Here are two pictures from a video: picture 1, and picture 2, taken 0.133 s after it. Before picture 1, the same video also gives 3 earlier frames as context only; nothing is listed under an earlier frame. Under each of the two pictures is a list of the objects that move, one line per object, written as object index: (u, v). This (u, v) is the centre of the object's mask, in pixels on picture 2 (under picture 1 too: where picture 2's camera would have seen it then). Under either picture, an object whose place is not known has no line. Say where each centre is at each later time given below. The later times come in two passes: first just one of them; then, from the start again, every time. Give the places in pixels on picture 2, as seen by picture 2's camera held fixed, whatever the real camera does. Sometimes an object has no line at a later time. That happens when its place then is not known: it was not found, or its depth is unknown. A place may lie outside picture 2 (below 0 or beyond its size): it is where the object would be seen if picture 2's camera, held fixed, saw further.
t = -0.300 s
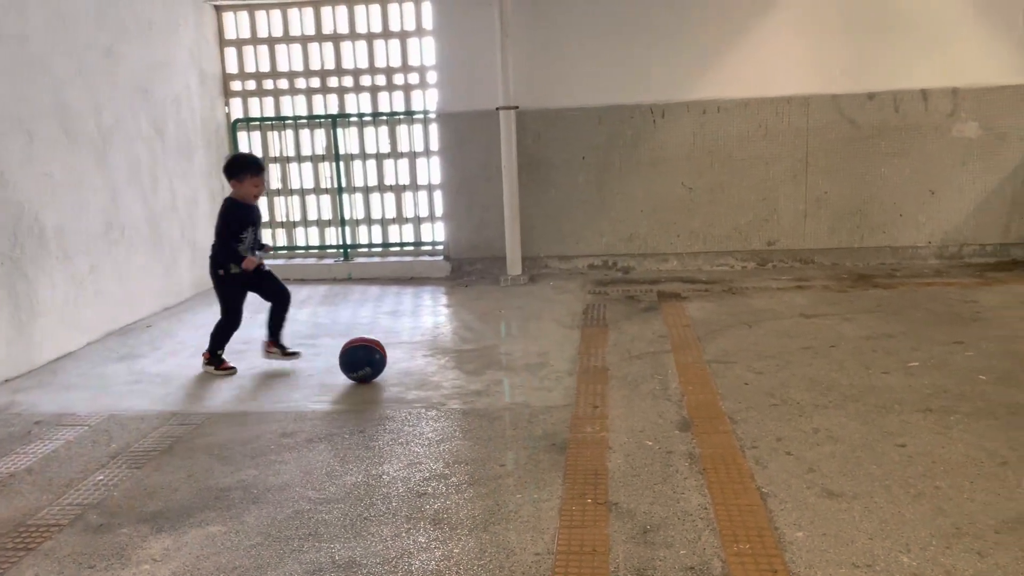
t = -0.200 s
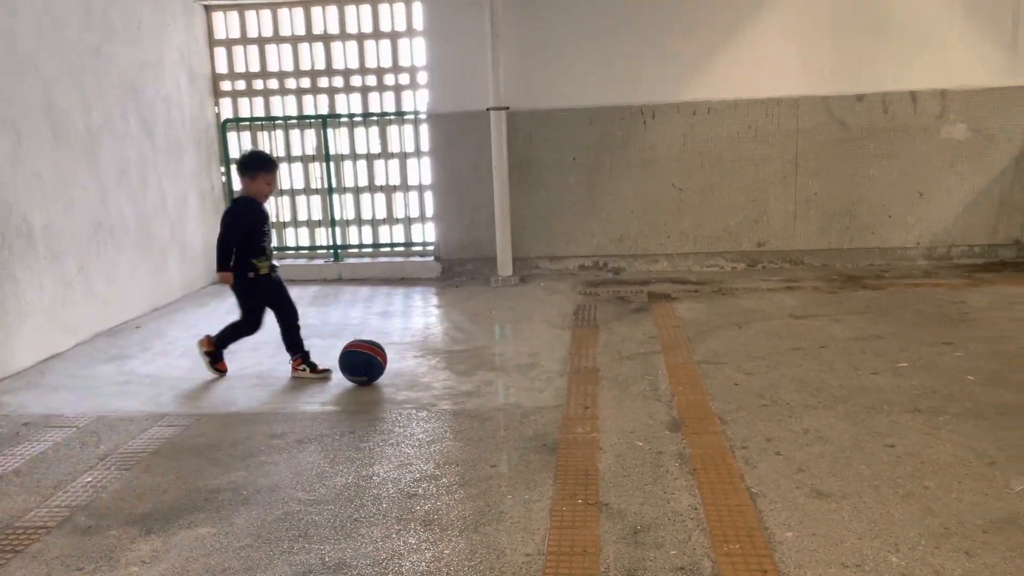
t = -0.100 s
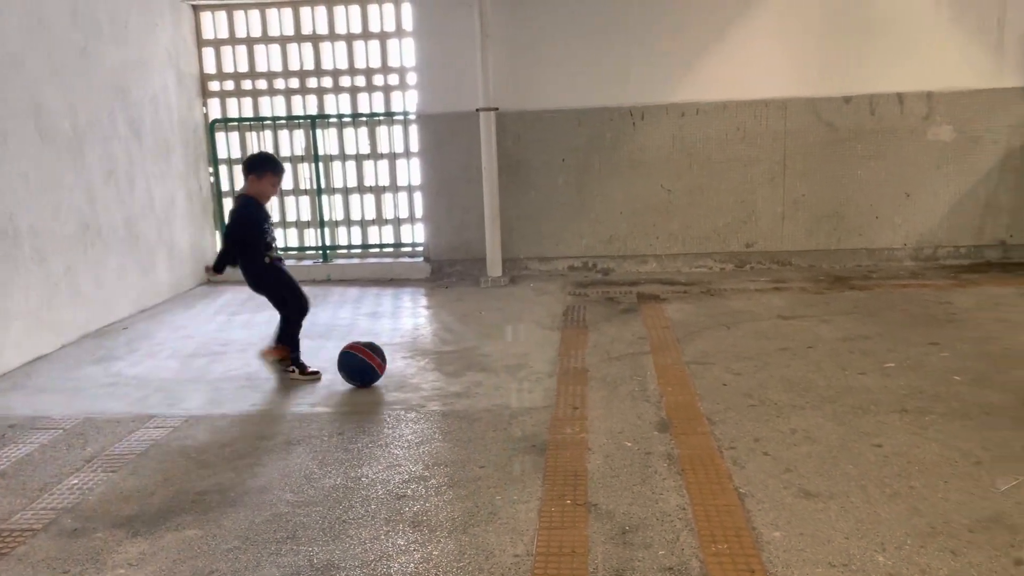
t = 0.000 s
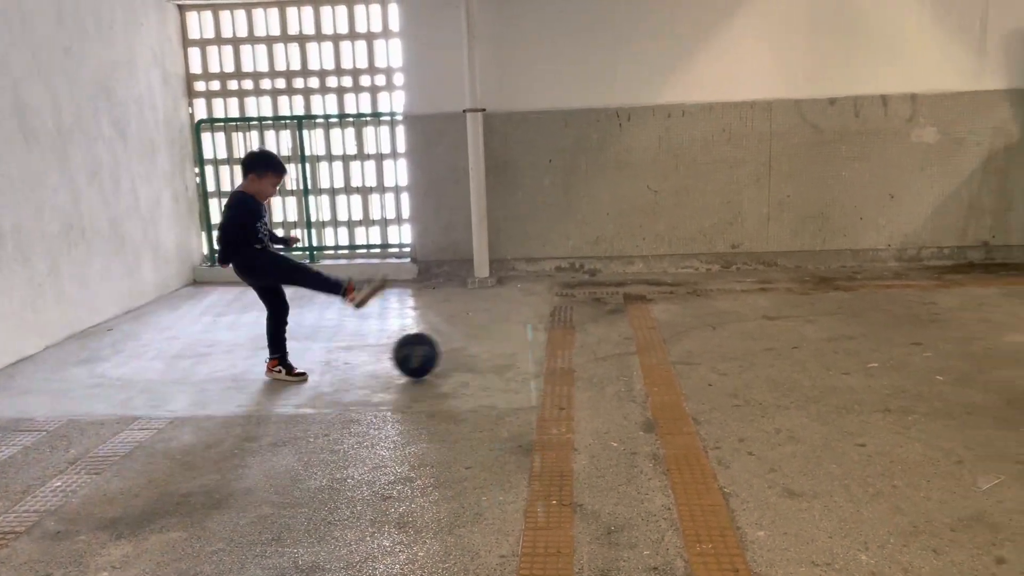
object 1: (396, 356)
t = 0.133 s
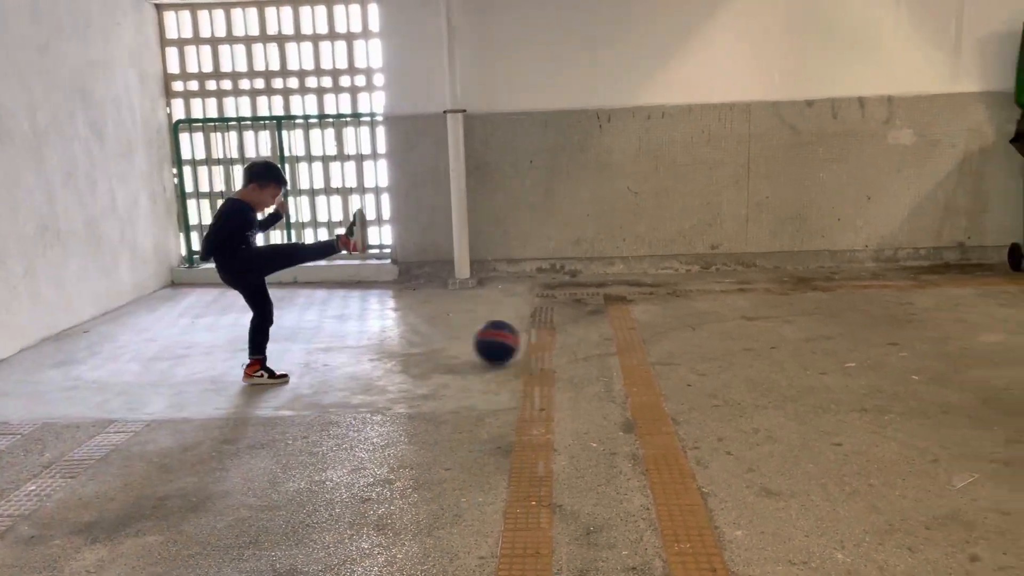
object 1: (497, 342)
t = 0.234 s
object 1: (561, 334)
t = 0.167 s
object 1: (520, 342)
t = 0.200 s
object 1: (541, 338)
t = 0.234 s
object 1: (561, 334)
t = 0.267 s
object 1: (580, 332)
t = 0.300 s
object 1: (600, 332)
